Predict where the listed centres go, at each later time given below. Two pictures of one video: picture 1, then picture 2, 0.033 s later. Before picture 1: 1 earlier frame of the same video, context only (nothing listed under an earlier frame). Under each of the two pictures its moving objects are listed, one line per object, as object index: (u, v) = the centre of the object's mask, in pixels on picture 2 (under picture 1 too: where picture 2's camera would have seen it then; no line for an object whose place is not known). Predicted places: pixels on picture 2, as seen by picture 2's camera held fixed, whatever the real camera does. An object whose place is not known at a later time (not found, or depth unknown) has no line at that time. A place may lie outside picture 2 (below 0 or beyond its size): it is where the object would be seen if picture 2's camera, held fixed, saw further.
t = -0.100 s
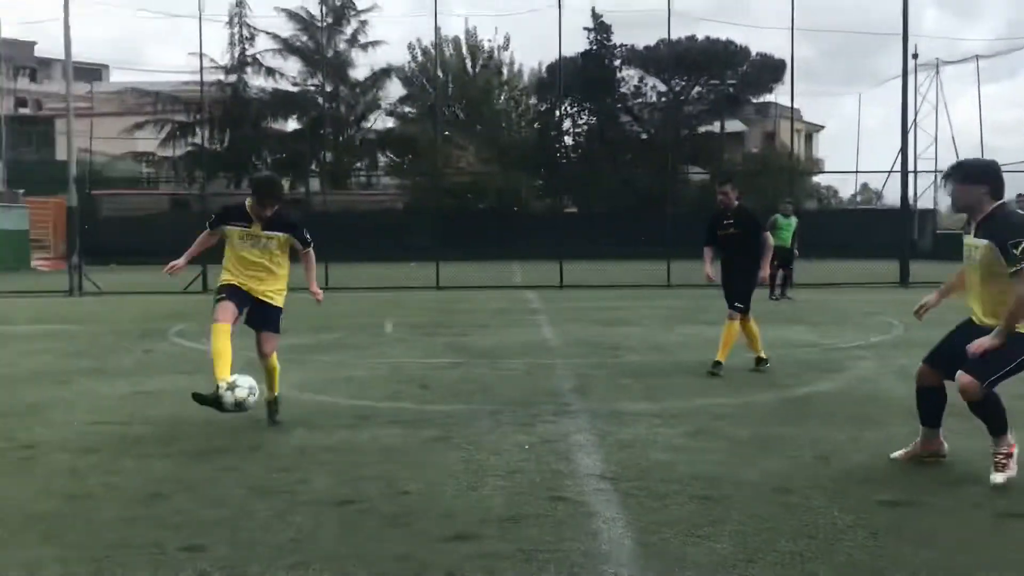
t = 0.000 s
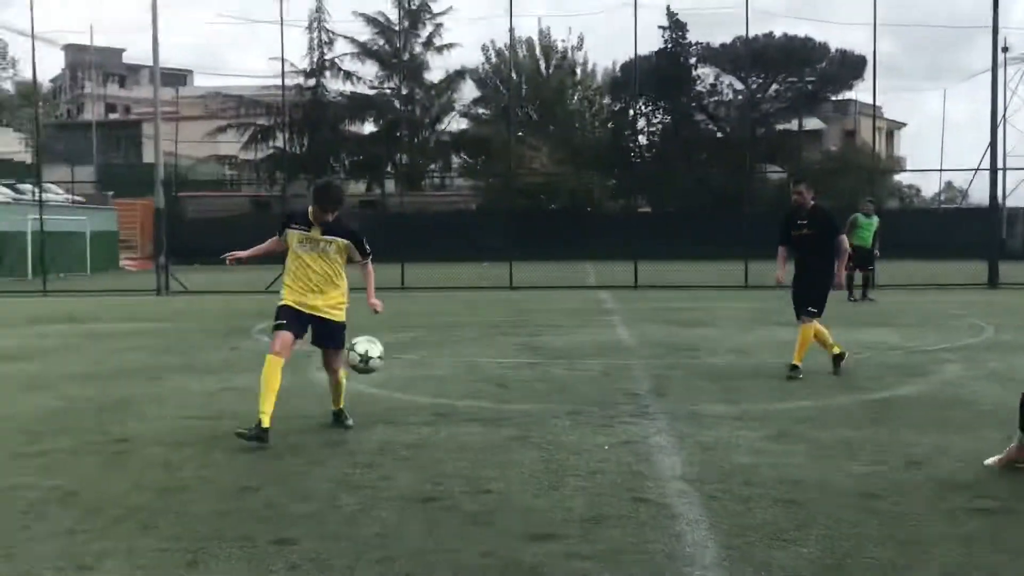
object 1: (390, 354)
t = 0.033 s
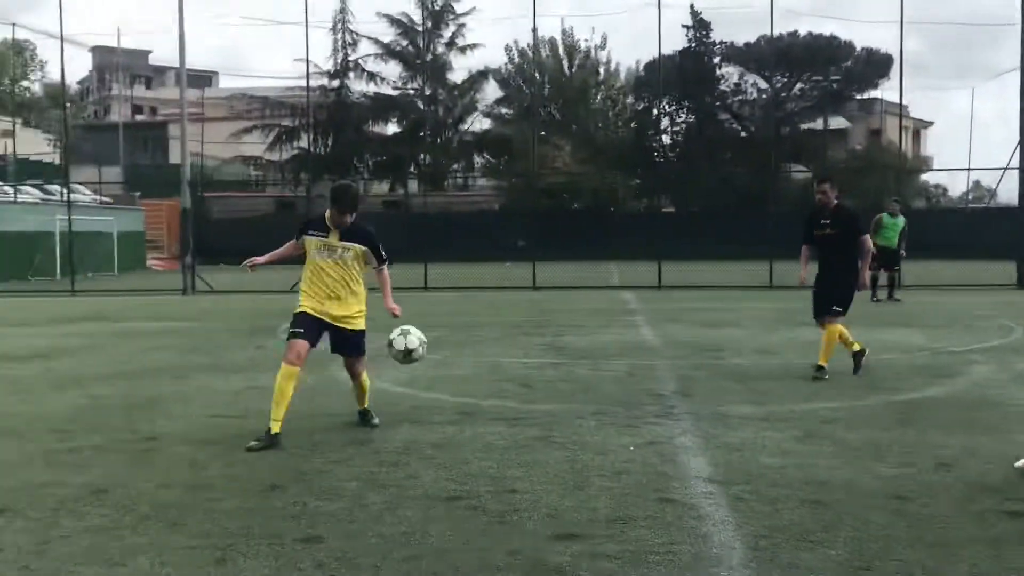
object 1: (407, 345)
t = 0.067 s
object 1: (424, 336)
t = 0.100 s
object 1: (443, 330)
